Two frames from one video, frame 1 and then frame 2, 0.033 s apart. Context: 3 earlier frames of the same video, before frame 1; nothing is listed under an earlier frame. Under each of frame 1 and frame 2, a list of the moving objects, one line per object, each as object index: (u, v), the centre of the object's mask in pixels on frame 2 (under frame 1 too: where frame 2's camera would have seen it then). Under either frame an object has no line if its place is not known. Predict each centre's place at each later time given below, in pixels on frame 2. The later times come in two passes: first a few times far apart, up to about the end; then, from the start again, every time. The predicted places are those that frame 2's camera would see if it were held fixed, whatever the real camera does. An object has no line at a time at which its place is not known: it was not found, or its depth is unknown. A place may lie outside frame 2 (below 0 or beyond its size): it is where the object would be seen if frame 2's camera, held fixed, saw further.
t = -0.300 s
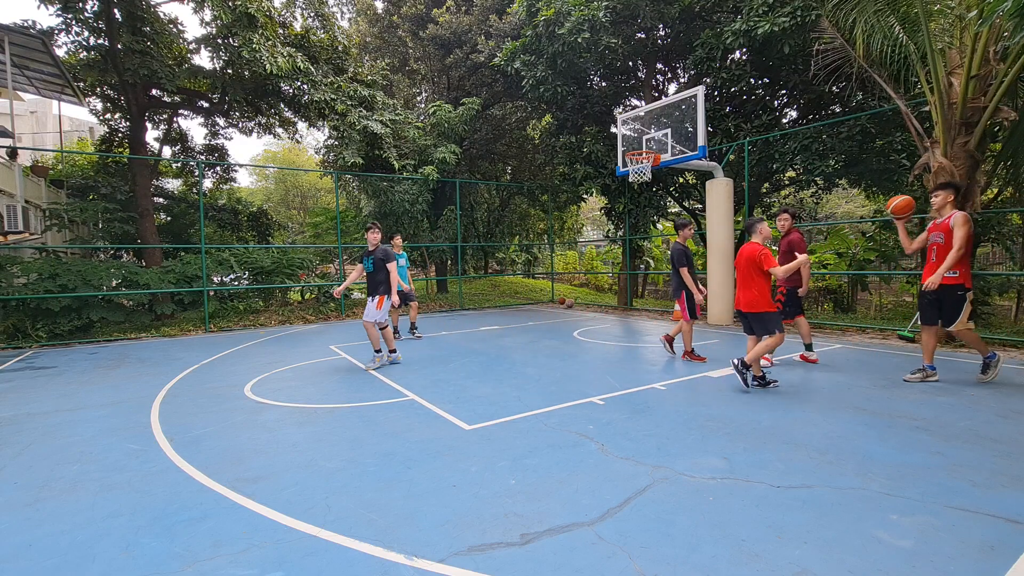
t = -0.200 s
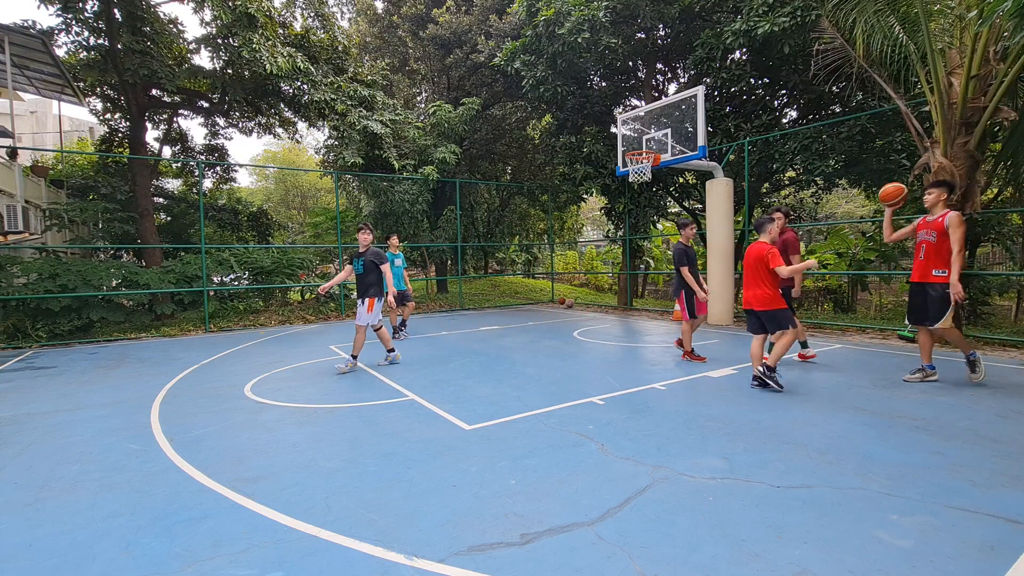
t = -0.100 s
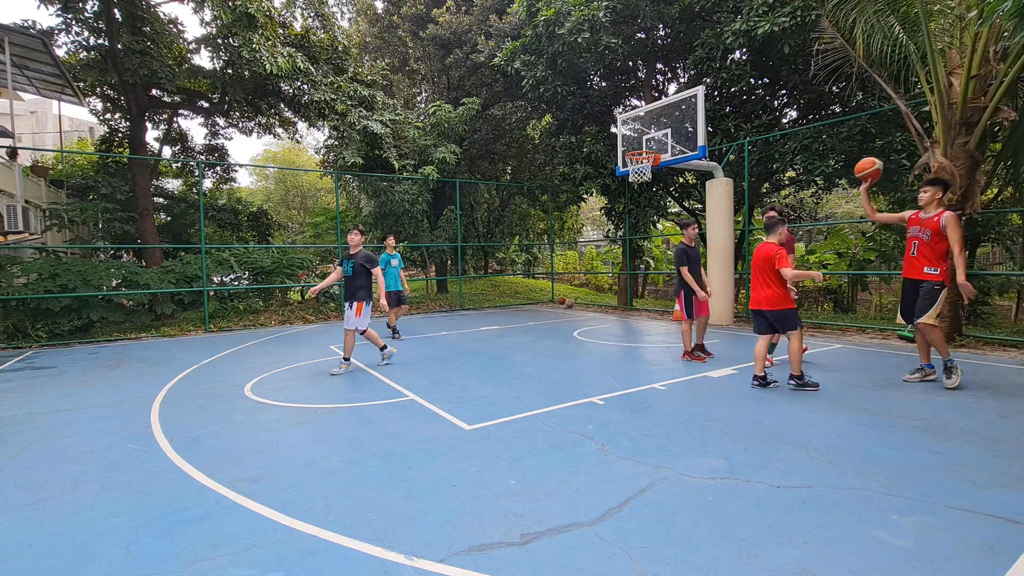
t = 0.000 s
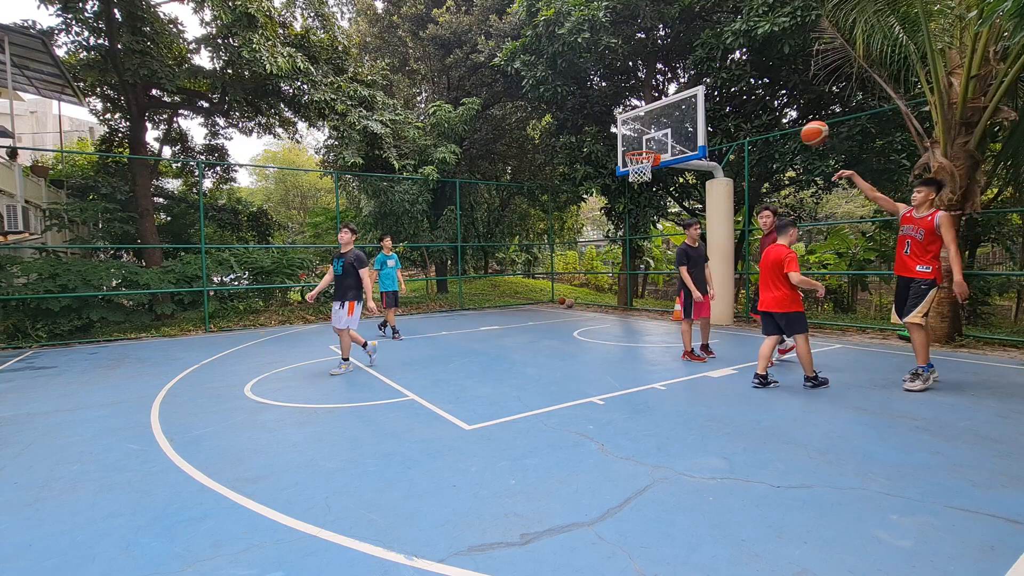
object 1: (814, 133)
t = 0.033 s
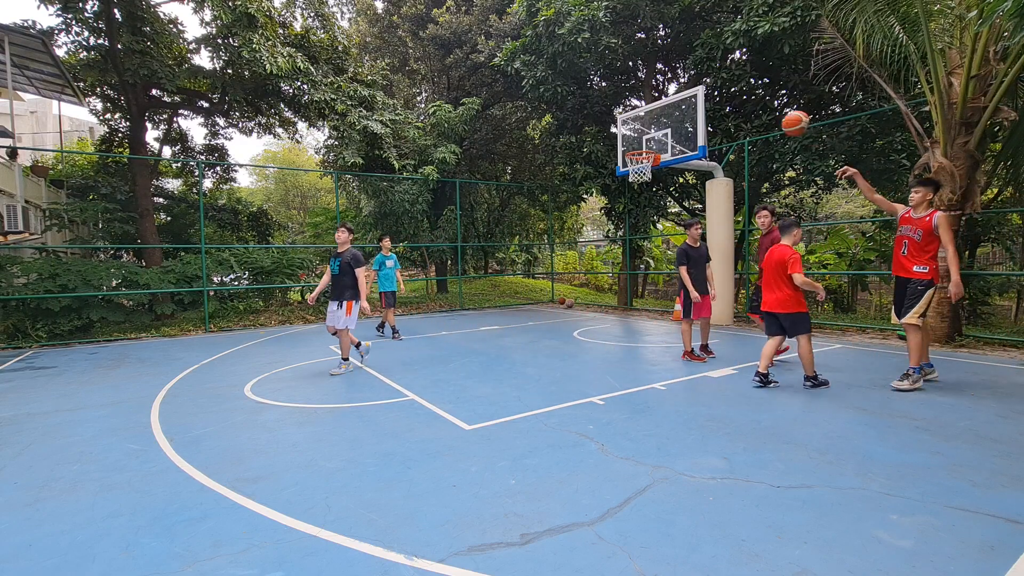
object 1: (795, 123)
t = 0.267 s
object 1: (662, 83)
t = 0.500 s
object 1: (536, 95)
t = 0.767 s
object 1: (403, 167)
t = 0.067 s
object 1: (775, 114)
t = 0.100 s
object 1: (757, 106)
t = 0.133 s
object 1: (737, 100)
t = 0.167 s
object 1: (719, 94)
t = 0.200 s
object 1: (700, 89)
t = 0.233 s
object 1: (681, 85)
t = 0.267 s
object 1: (662, 83)
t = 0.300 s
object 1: (644, 82)
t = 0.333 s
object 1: (625, 81)
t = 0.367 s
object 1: (607, 82)
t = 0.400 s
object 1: (589, 84)
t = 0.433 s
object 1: (571, 87)
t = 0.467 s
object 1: (553, 90)
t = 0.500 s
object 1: (536, 95)
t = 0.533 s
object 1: (519, 101)
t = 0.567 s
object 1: (502, 107)
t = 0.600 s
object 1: (485, 115)
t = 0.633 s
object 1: (468, 124)
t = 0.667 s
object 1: (451, 133)
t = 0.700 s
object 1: (435, 143)
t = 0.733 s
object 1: (419, 155)
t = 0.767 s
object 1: (403, 167)
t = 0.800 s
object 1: (387, 180)
